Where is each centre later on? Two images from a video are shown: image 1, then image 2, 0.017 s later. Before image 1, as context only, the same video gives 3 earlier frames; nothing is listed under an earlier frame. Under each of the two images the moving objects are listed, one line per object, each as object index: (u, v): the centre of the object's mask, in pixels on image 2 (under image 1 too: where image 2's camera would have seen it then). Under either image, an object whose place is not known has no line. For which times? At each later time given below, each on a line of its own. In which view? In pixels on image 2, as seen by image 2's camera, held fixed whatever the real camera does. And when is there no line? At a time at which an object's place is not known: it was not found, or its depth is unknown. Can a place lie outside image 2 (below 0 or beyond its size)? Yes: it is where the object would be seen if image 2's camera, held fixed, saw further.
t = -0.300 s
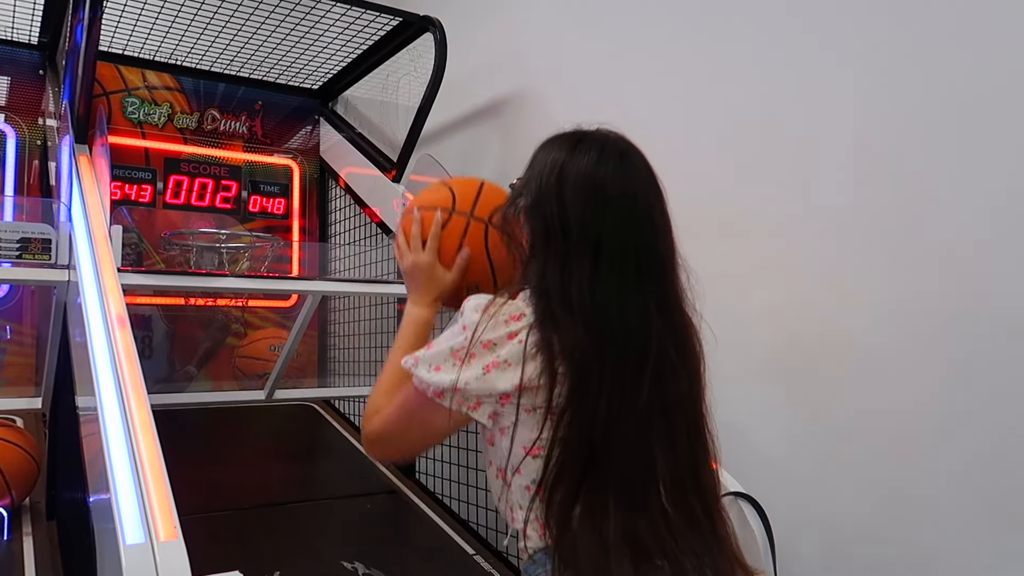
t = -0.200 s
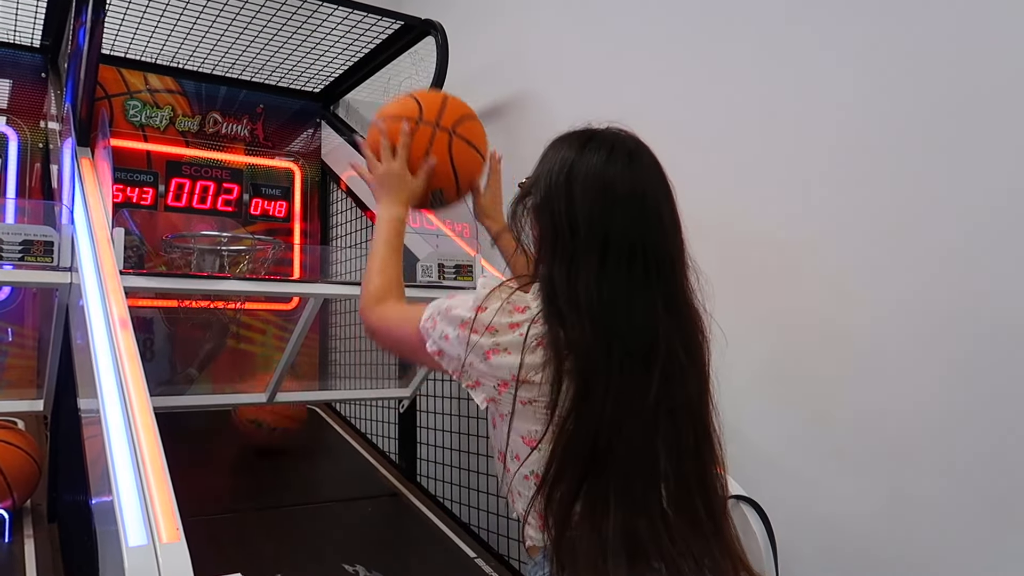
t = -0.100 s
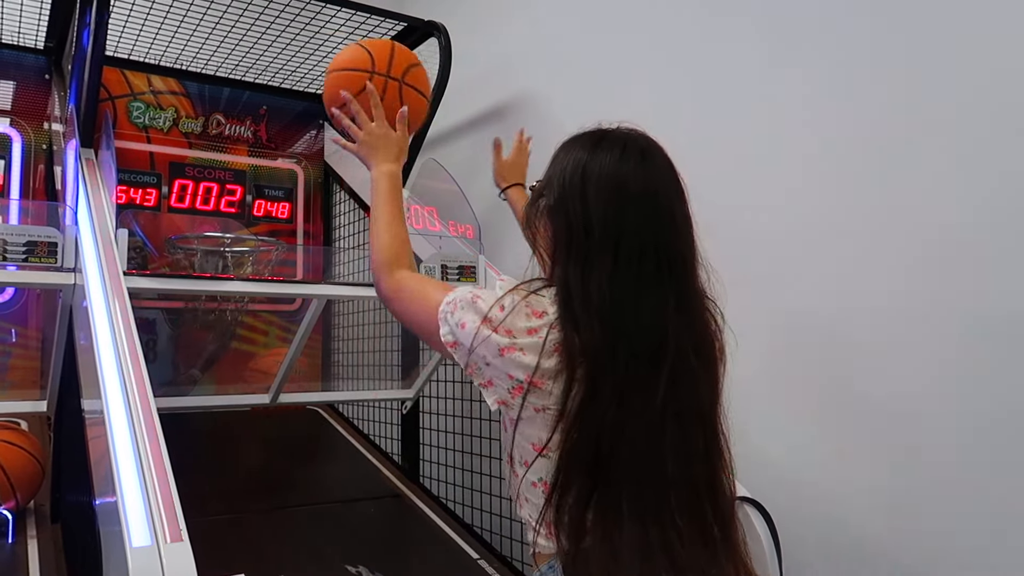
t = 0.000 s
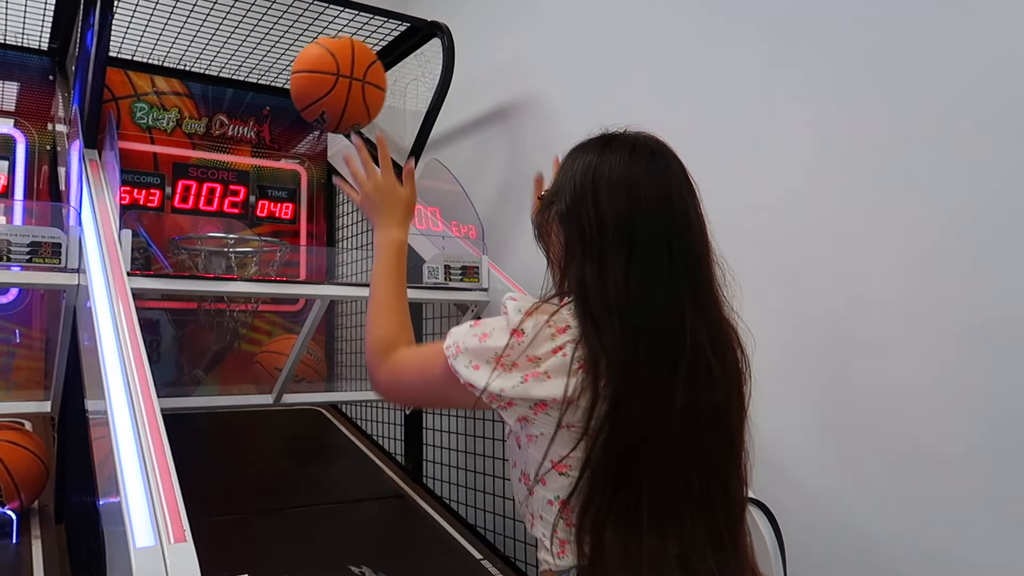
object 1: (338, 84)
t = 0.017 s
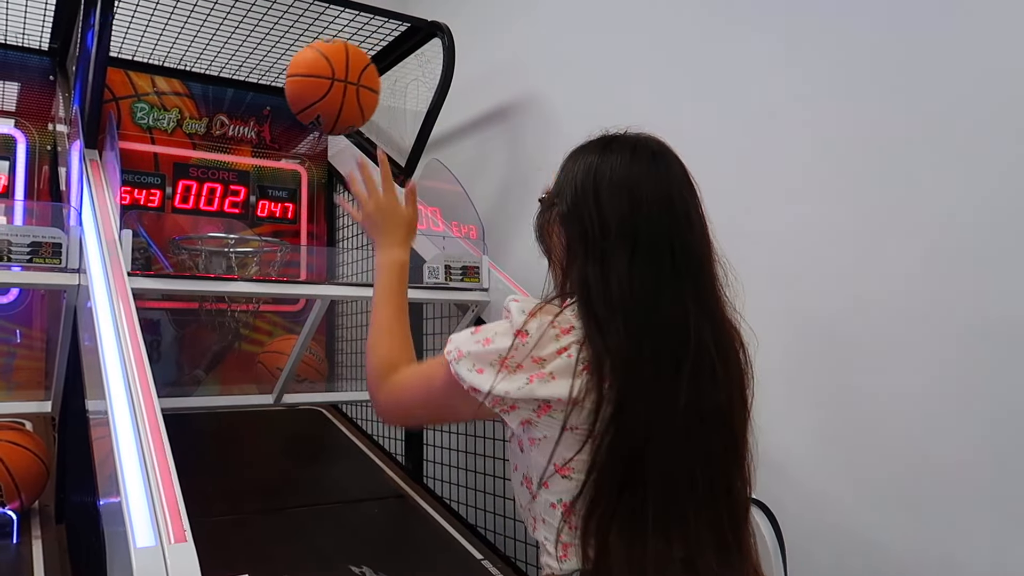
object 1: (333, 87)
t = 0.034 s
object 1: (327, 90)
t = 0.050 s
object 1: (321, 94)
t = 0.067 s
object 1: (315, 99)
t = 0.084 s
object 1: (309, 105)
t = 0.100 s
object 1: (304, 112)
